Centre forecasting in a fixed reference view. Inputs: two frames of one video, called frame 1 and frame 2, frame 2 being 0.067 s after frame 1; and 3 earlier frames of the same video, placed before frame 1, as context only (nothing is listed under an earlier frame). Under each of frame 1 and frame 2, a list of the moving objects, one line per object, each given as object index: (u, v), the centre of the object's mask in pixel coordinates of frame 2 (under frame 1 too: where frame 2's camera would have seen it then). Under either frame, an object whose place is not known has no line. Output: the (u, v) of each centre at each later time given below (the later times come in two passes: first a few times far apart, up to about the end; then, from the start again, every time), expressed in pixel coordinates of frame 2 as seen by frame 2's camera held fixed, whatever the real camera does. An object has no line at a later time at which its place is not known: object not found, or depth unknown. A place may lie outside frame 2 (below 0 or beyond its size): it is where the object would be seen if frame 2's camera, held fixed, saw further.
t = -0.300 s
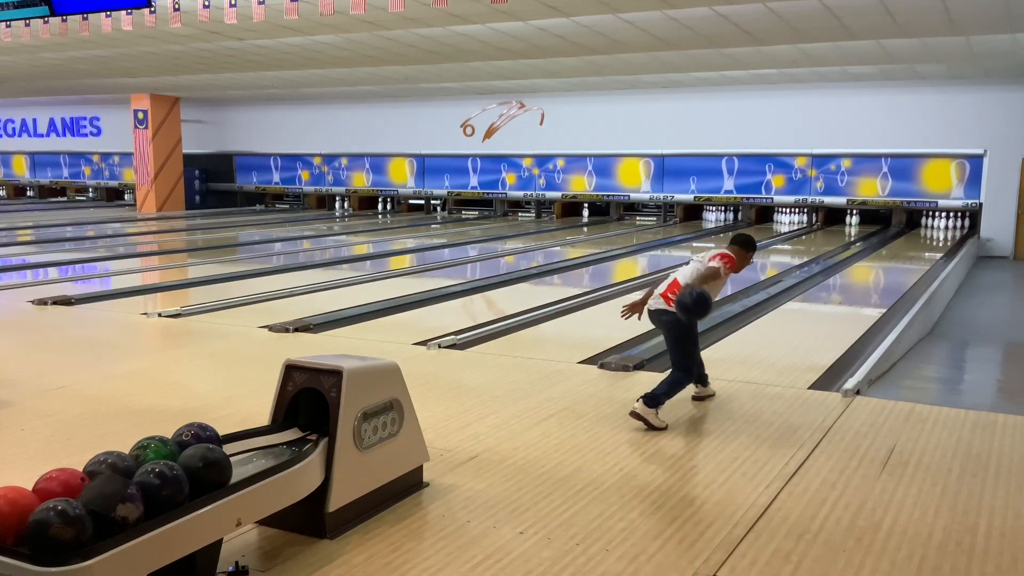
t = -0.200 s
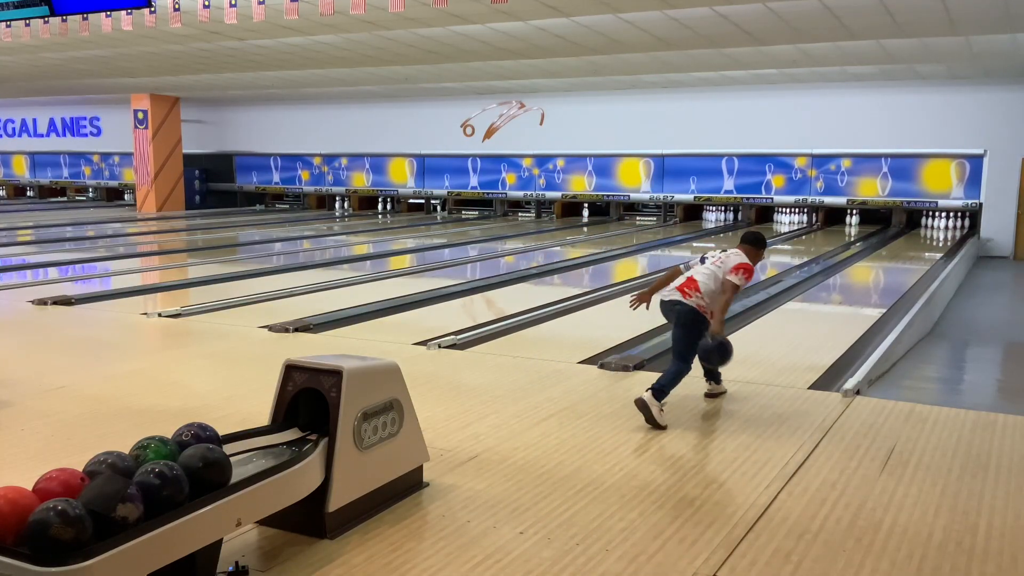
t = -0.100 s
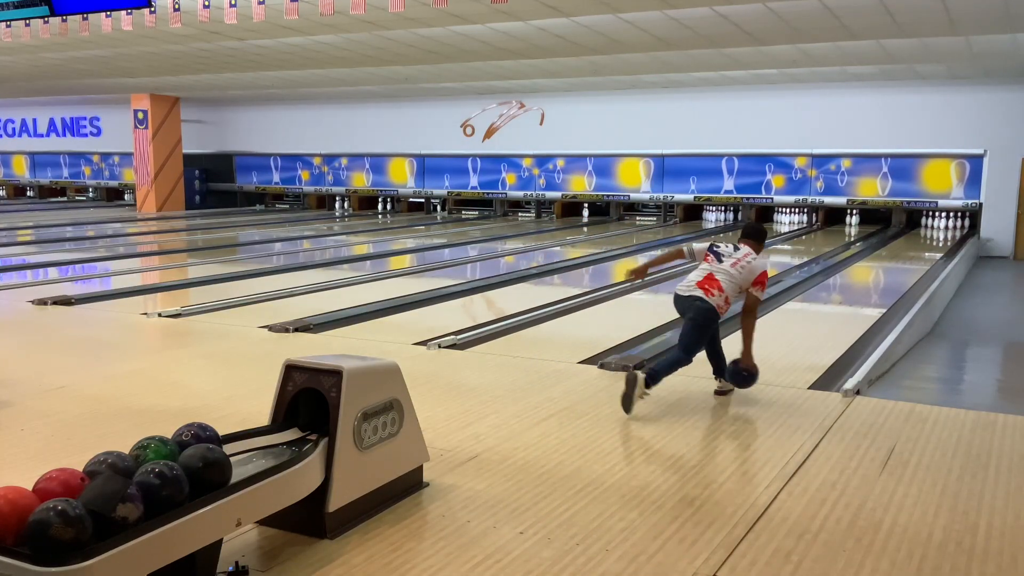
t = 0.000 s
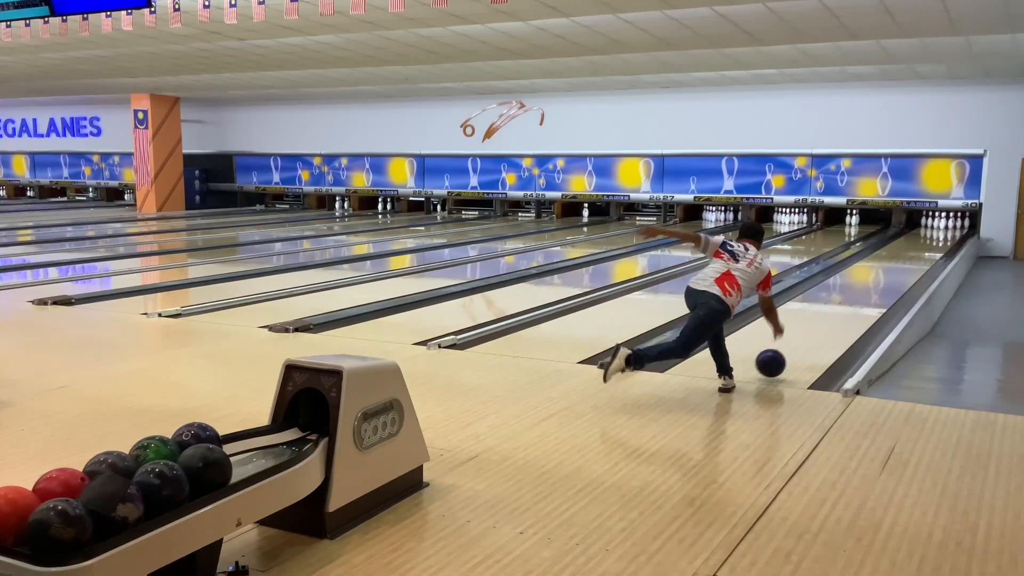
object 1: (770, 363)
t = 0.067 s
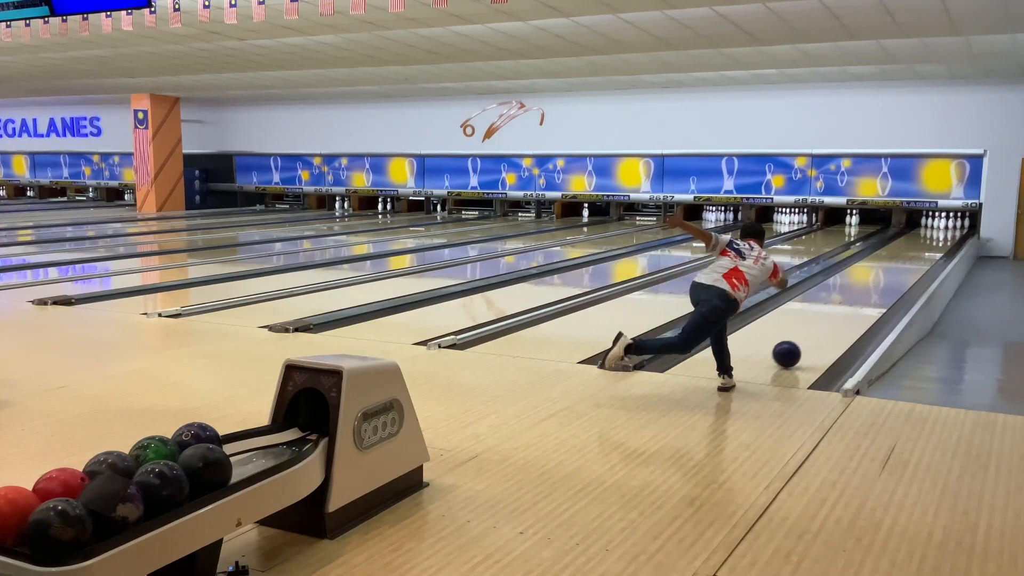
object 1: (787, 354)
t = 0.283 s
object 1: (828, 324)
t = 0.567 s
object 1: (865, 296)
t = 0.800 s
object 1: (887, 279)
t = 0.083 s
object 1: (790, 351)
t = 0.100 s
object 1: (794, 349)
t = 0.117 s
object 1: (797, 346)
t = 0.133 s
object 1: (801, 344)
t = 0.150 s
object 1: (804, 341)
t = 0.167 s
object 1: (807, 339)
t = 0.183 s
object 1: (811, 337)
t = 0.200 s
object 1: (814, 334)
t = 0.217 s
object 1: (817, 332)
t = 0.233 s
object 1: (820, 330)
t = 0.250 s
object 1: (822, 328)
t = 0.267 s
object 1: (825, 326)
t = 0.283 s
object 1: (828, 324)
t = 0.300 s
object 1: (831, 322)
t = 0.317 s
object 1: (833, 320)
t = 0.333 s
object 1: (836, 318)
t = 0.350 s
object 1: (838, 316)
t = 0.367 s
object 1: (841, 314)
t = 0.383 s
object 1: (843, 312)
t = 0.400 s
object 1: (845, 311)
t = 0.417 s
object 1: (847, 309)
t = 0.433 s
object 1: (850, 307)
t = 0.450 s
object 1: (852, 306)
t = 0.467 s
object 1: (854, 304)
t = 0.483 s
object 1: (856, 303)
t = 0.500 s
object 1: (858, 301)
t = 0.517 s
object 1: (860, 300)
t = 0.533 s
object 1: (862, 298)
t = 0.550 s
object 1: (863, 297)
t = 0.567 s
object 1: (865, 296)
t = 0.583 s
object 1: (867, 294)
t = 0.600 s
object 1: (869, 293)
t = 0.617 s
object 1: (871, 291)
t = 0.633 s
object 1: (872, 290)
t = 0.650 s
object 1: (874, 289)
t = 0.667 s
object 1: (875, 288)
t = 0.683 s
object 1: (877, 286)
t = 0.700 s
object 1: (879, 285)
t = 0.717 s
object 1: (880, 284)
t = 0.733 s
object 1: (881, 283)
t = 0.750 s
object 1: (883, 282)
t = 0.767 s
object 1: (884, 281)
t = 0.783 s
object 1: (886, 280)
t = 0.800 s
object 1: (887, 279)
